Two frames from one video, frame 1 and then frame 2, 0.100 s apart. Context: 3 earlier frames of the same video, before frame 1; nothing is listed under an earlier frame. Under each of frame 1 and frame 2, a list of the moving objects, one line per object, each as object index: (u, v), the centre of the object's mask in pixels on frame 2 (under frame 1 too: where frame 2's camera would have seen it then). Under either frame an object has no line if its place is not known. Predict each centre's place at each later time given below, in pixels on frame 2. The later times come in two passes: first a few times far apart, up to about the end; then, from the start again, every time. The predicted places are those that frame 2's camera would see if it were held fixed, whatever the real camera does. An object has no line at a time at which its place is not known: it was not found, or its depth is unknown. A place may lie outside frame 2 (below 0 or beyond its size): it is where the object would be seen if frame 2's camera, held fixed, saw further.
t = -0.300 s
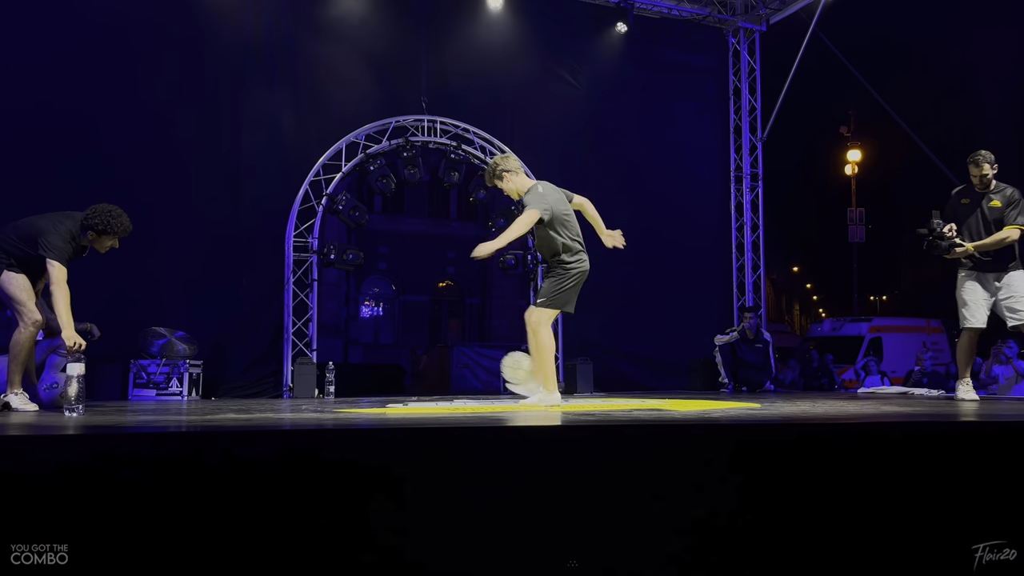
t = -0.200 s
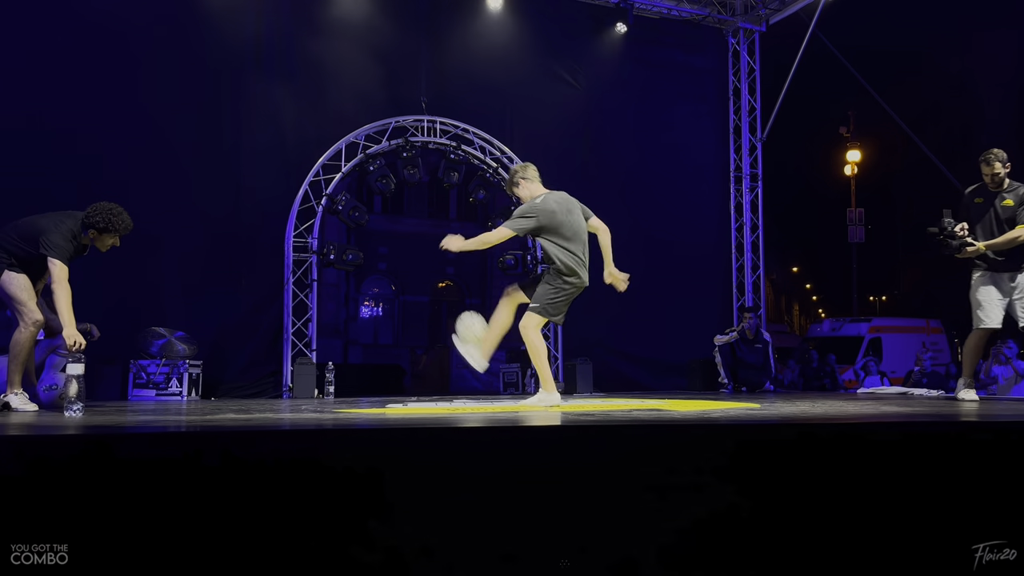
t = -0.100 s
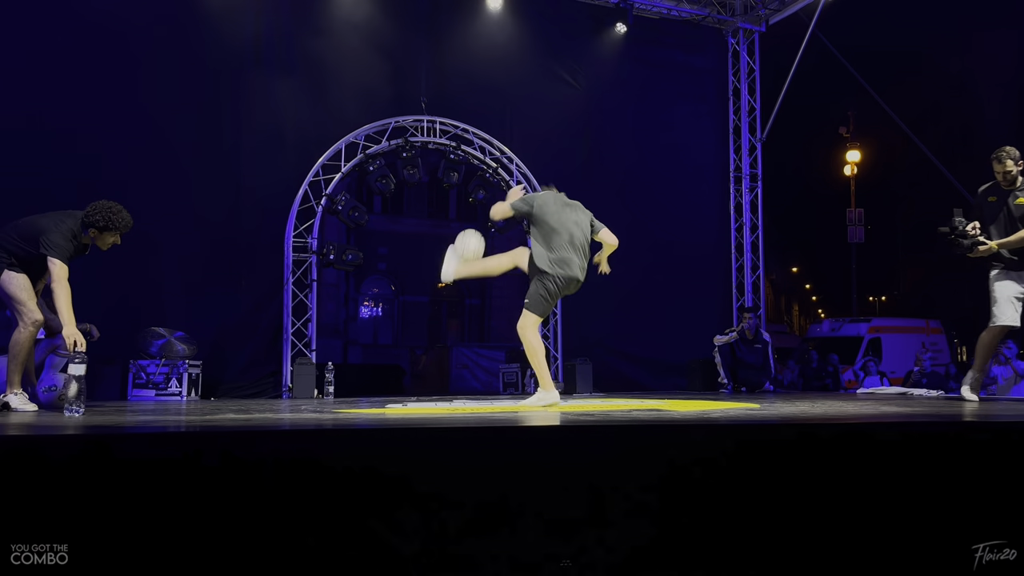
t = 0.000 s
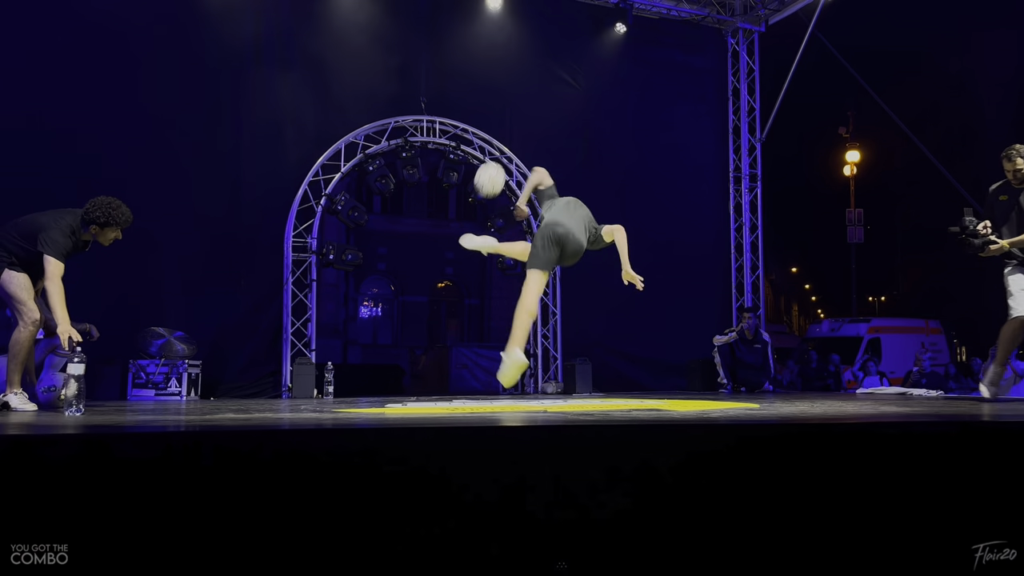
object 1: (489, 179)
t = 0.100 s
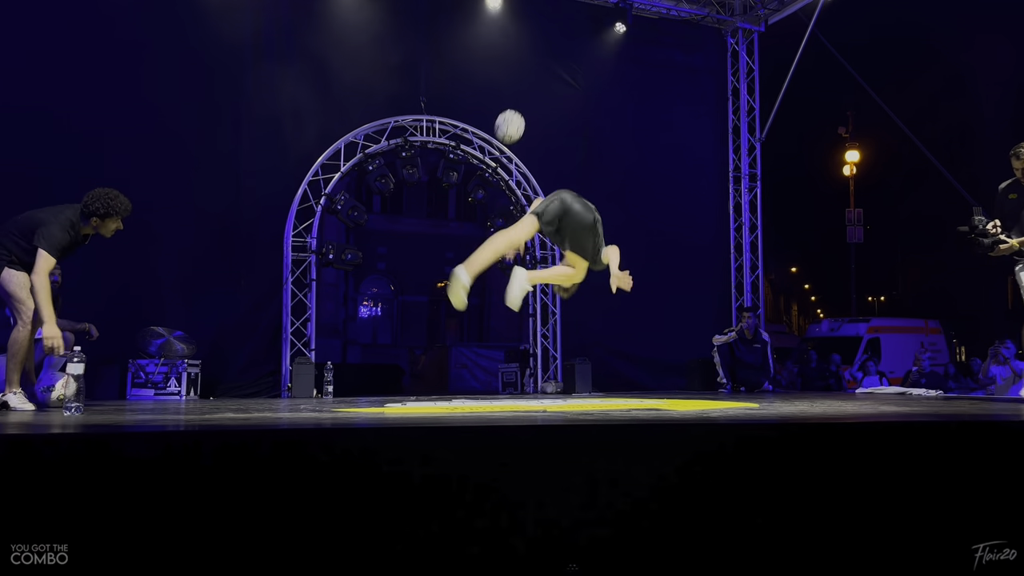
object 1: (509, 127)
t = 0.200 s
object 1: (528, 89)
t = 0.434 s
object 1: (567, 55)
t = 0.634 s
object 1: (597, 78)
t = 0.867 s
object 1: (629, 159)
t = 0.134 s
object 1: (516, 113)
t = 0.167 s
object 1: (522, 100)
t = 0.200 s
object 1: (528, 89)
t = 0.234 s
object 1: (534, 80)
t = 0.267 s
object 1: (539, 72)
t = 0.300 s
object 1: (545, 66)
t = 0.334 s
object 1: (551, 61)
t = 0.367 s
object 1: (556, 58)
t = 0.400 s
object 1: (562, 56)
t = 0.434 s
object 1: (567, 55)
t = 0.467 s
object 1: (572, 56)
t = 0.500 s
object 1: (577, 58)
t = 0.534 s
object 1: (582, 61)
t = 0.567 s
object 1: (587, 65)
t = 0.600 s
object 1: (592, 71)
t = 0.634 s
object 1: (597, 78)
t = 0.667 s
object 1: (602, 86)
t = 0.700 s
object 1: (607, 95)
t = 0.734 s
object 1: (611, 106)
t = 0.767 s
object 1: (616, 117)
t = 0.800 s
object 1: (620, 130)
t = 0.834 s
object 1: (625, 144)
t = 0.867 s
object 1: (629, 159)
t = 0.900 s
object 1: (634, 175)
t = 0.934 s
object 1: (638, 193)
